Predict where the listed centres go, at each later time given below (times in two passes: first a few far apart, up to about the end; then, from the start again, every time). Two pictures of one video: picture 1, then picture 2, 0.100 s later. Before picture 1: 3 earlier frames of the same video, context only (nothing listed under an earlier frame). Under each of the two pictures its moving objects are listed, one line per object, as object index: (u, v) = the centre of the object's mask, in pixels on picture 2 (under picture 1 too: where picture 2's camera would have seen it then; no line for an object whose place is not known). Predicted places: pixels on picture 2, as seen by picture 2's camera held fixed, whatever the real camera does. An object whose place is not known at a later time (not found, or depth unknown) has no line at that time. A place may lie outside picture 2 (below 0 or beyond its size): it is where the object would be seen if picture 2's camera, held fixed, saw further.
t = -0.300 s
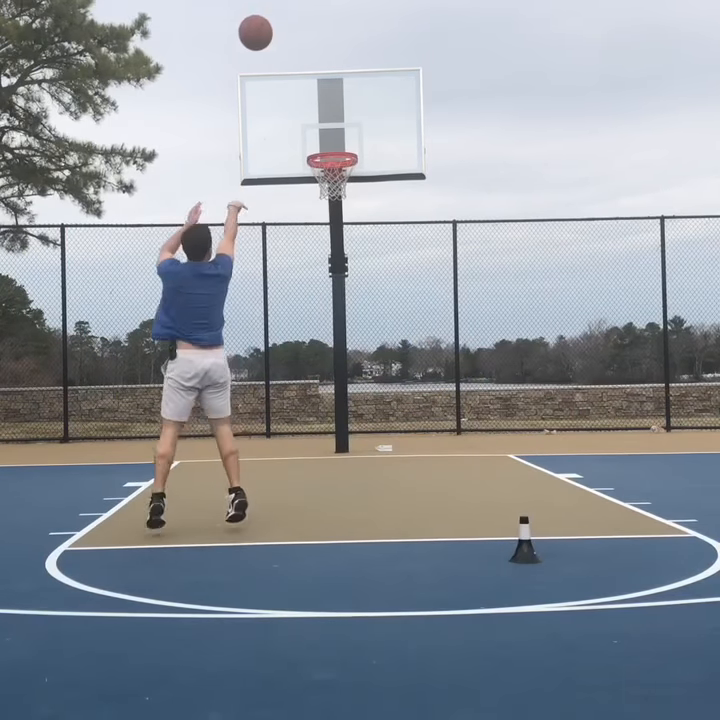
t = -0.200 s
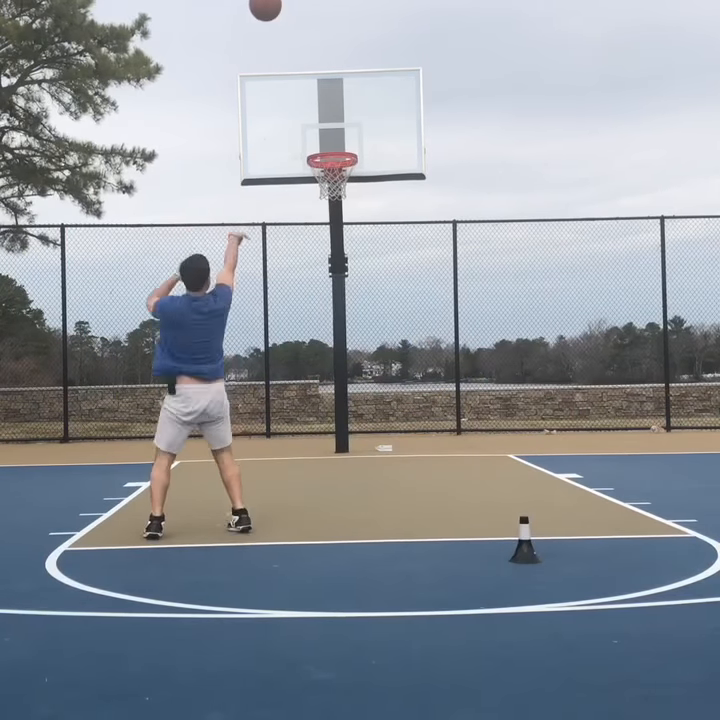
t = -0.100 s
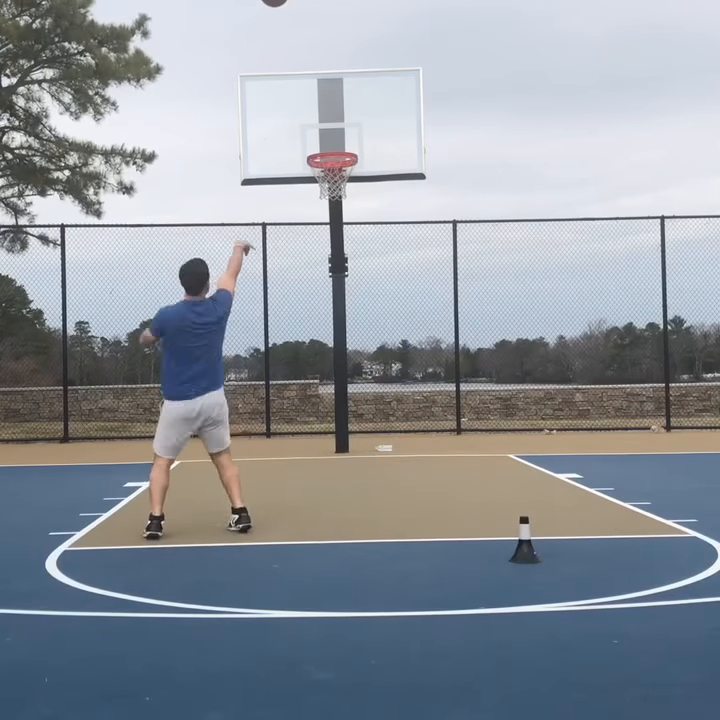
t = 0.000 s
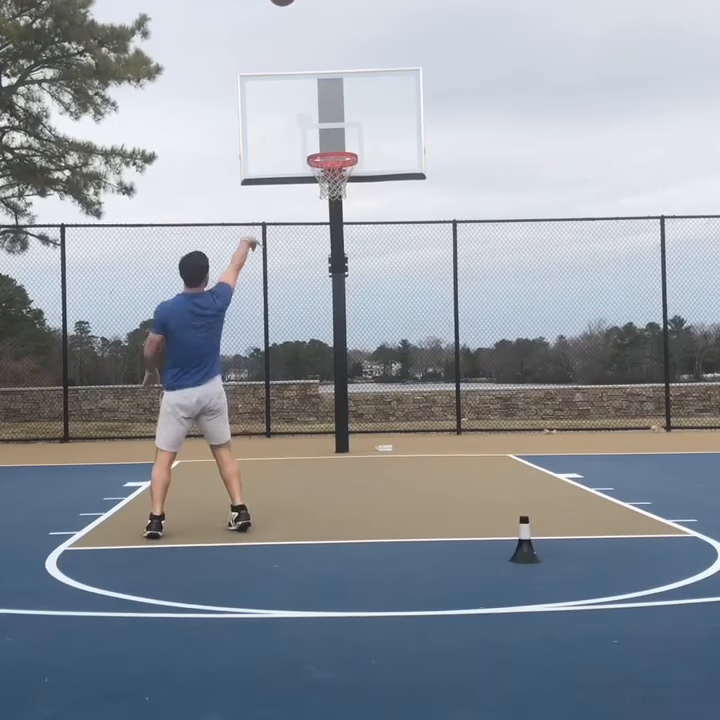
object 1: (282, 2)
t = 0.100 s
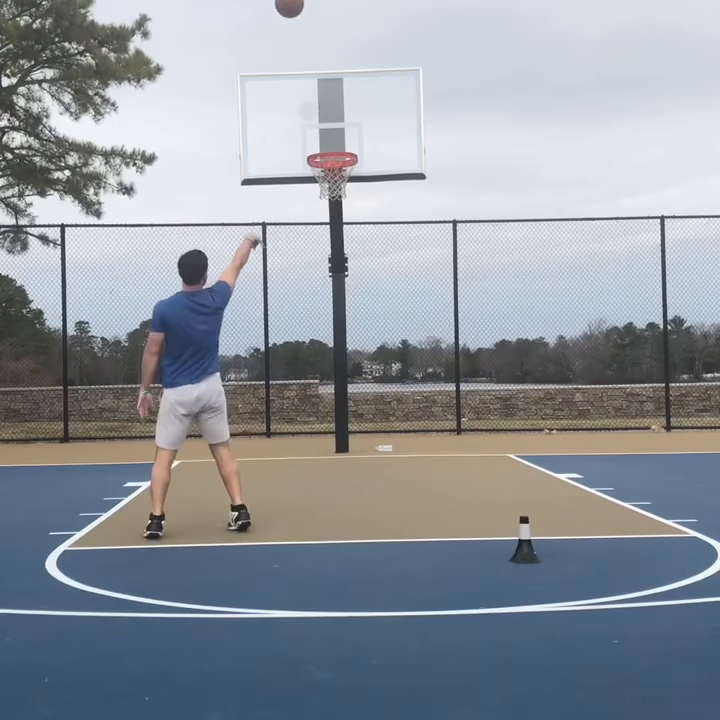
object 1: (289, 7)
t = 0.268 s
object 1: (301, 44)
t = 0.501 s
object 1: (316, 142)
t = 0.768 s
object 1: (325, 120)
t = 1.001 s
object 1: (331, 132)
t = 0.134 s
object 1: (292, 11)
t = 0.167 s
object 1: (294, 16)
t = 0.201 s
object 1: (296, 24)
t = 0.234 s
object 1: (299, 34)
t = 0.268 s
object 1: (301, 44)
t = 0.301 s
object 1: (303, 56)
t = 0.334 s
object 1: (305, 68)
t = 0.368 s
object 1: (307, 81)
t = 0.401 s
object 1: (310, 96)
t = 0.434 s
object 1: (312, 111)
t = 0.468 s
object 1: (314, 127)
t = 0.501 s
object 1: (316, 142)
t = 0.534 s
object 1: (317, 138)
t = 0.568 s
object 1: (318, 132)
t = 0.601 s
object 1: (320, 128)
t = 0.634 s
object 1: (321, 124)
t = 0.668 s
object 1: (322, 122)
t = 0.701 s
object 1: (323, 121)
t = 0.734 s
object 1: (325, 122)
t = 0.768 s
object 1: (325, 120)
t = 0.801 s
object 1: (326, 119)
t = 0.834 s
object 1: (327, 119)
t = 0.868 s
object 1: (328, 119)
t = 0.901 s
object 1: (328, 121)
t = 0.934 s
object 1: (329, 123)
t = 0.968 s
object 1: (330, 127)
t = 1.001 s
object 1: (331, 132)
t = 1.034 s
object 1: (332, 138)
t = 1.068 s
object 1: (333, 144)
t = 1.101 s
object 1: (334, 148)
